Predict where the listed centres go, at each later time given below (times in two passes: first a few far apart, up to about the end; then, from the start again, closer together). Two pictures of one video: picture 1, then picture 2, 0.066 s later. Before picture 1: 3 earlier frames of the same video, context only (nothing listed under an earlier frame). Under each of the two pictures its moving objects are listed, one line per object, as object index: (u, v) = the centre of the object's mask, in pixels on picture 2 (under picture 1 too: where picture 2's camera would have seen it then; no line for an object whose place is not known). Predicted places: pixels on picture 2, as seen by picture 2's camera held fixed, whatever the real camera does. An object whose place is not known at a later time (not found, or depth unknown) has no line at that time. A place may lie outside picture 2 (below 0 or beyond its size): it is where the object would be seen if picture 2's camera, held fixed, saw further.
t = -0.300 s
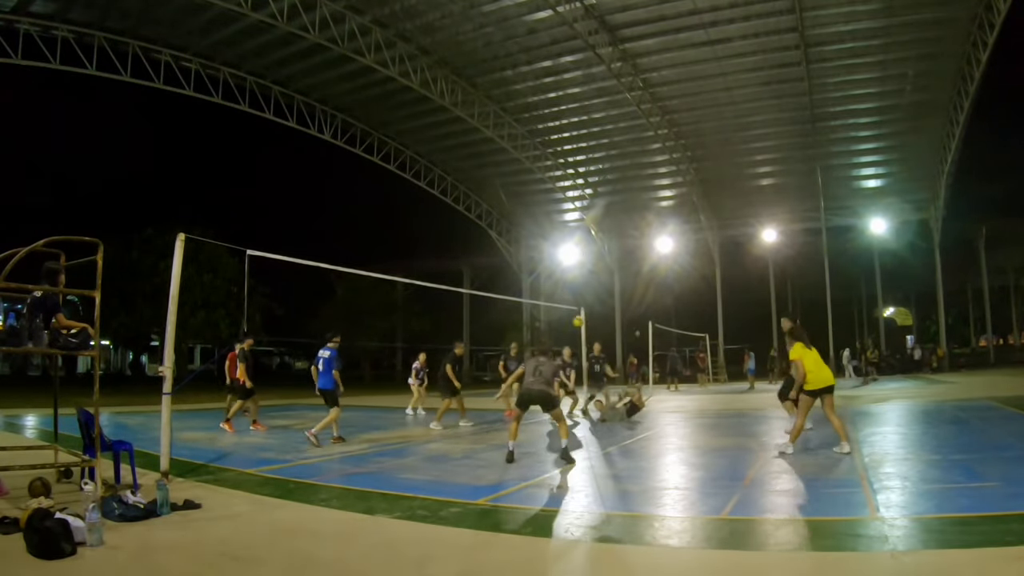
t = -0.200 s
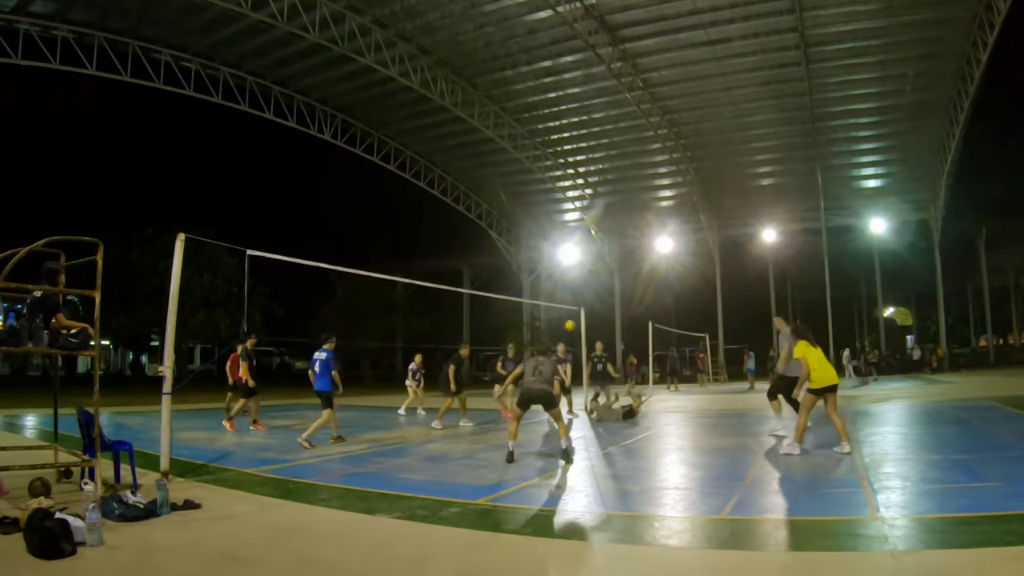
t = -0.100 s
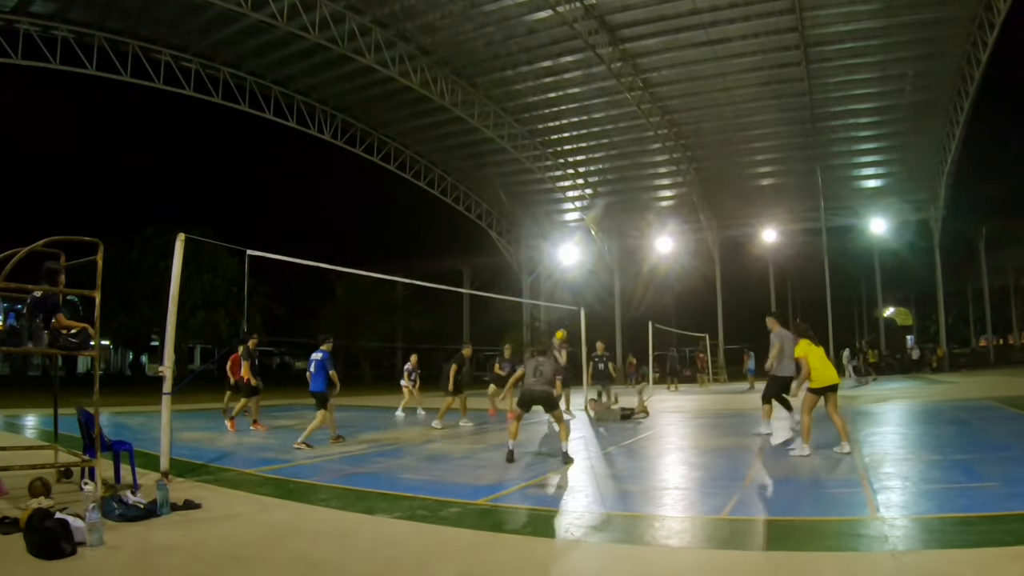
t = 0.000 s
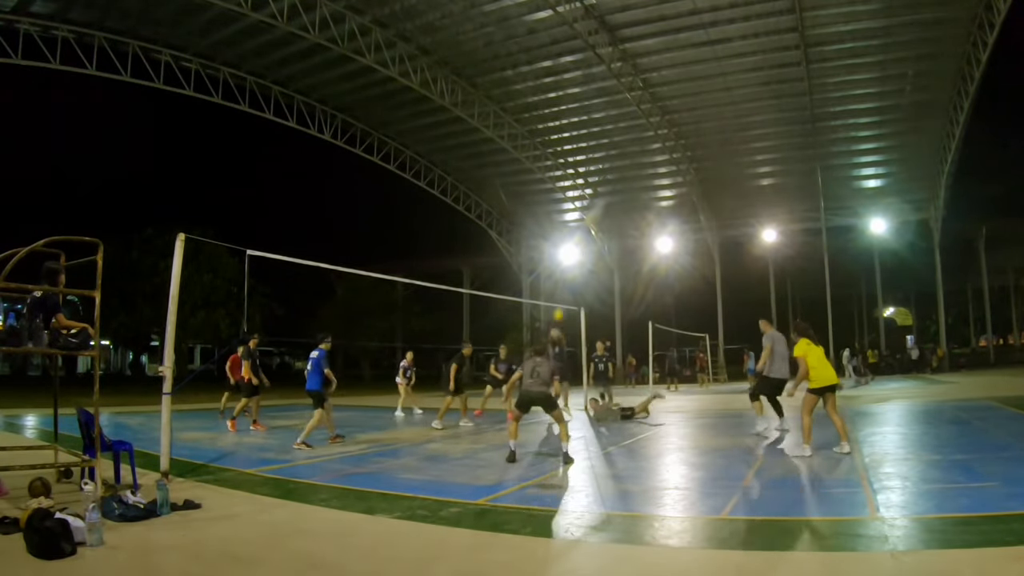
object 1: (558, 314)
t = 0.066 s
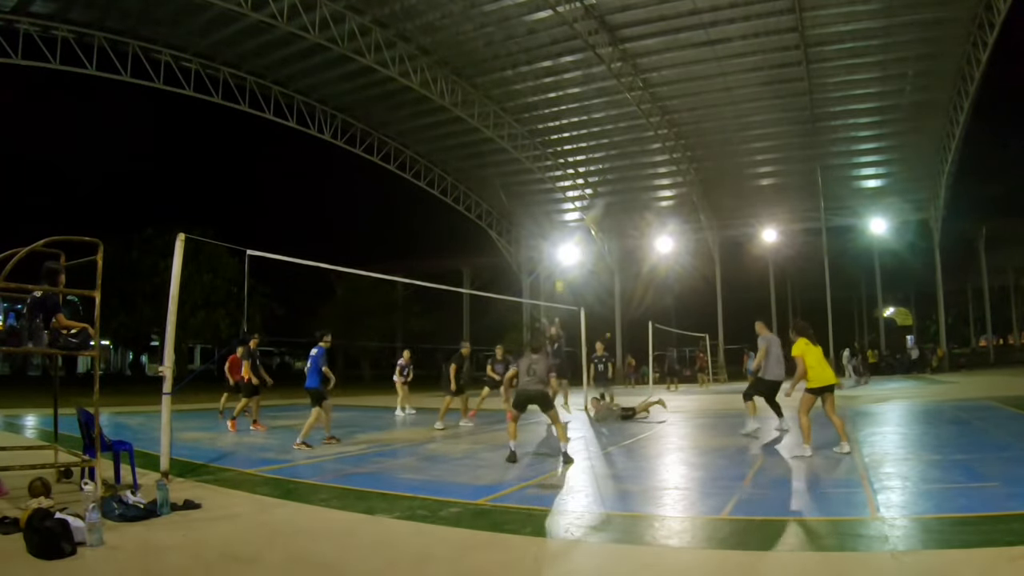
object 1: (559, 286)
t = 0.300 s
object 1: (567, 199)
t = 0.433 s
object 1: (570, 164)
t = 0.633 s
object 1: (577, 126)
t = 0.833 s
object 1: (585, 109)
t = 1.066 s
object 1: (596, 112)
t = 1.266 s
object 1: (608, 141)
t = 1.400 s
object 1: (614, 172)
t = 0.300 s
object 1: (567, 199)
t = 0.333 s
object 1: (568, 190)
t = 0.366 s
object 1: (569, 180)
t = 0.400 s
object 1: (570, 171)
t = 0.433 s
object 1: (570, 164)
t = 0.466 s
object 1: (571, 157)
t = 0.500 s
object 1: (573, 150)
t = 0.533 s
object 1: (573, 144)
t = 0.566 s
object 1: (575, 138)
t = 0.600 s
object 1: (576, 131)
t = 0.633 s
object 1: (577, 126)
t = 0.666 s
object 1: (579, 123)
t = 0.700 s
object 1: (581, 119)
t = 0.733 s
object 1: (582, 115)
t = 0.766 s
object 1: (583, 112)
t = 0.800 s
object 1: (583, 110)
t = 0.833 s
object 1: (585, 109)
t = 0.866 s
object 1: (587, 108)
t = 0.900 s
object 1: (588, 107)
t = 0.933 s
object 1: (590, 107)
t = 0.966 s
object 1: (591, 107)
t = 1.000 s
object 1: (593, 108)
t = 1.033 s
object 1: (594, 109)
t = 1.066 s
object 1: (596, 112)
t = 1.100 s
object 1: (598, 115)
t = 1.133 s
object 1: (600, 120)
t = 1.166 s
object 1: (601, 123)
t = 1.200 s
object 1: (603, 128)
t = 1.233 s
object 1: (605, 133)
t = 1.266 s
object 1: (608, 141)
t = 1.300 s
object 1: (609, 146)
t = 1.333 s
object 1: (611, 154)
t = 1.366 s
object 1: (613, 162)
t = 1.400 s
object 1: (614, 172)
